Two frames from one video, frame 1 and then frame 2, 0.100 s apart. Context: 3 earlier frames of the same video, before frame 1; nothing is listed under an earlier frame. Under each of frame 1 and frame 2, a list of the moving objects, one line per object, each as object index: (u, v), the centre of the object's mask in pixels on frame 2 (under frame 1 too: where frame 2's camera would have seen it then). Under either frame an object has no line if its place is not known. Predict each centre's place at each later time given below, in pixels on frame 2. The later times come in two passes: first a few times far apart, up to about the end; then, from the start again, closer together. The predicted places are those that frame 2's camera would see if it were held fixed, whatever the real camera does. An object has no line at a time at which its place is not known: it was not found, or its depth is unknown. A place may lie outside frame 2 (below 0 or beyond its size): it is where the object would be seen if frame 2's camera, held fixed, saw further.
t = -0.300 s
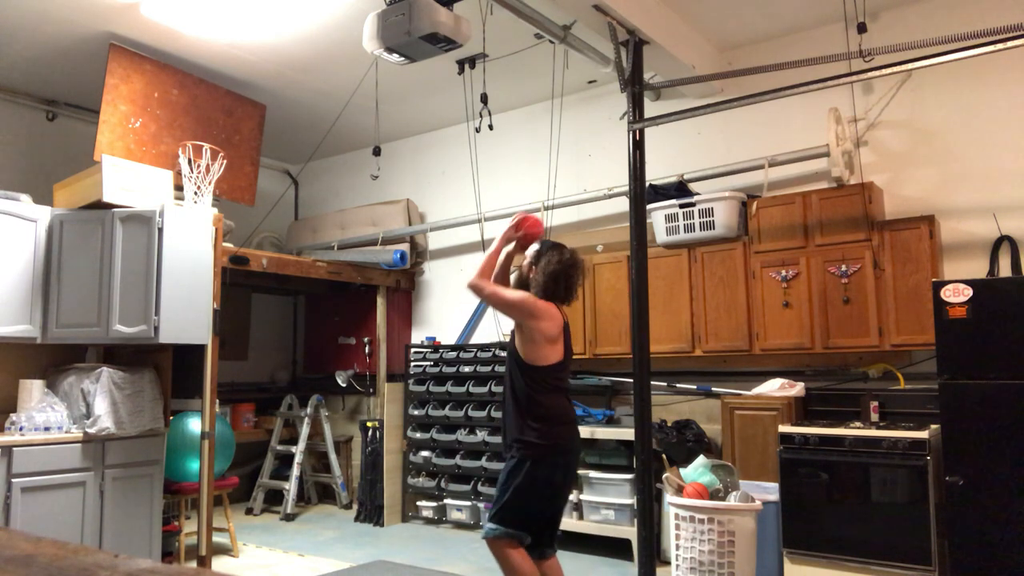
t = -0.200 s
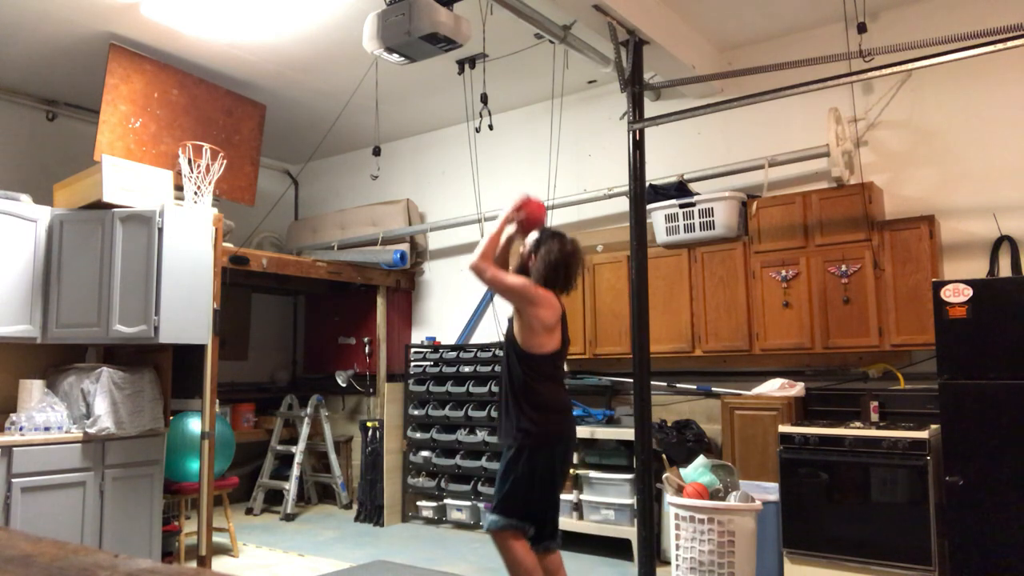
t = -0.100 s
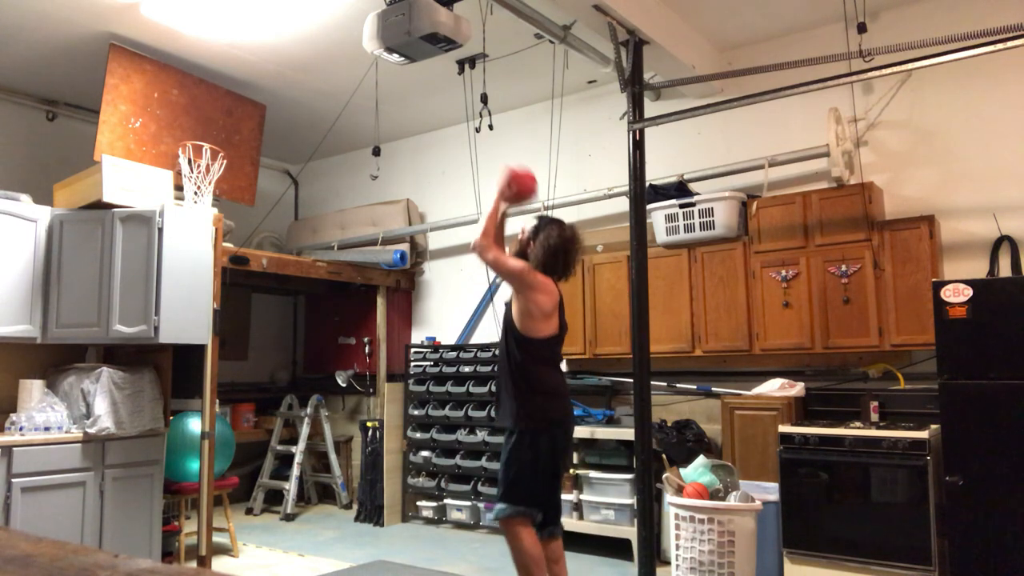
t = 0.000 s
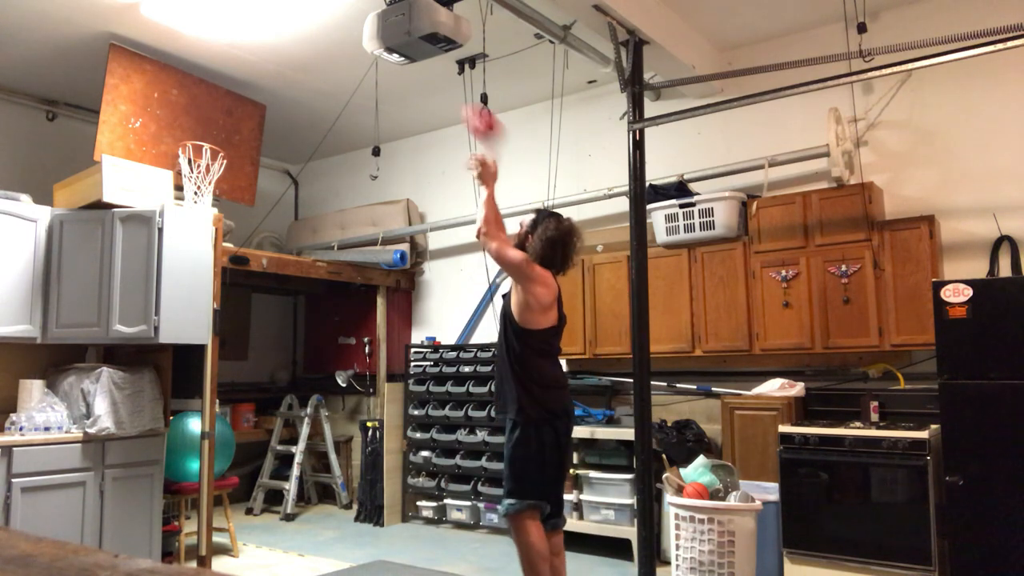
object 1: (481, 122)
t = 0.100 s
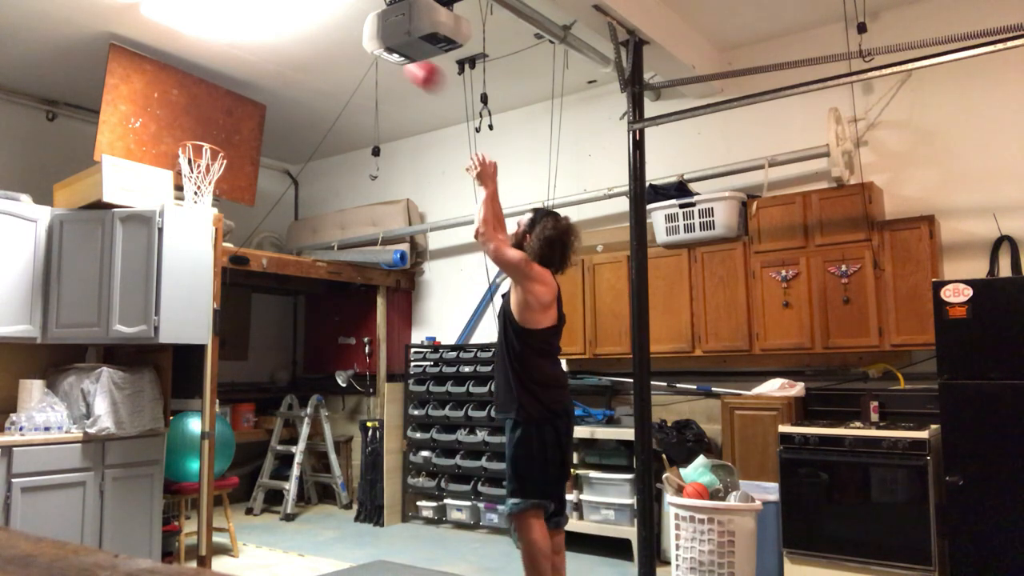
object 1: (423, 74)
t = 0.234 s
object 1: (352, 42)
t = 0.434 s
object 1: (276, 51)
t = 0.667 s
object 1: (199, 128)
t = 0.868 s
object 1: (251, 143)
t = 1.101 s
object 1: (327, 198)
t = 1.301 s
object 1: (385, 293)
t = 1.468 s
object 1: (426, 403)
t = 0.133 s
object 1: (409, 70)
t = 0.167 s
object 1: (388, 65)
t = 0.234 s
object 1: (352, 42)
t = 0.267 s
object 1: (340, 39)
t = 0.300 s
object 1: (327, 39)
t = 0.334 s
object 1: (313, 38)
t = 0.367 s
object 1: (300, 40)
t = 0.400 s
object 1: (288, 45)
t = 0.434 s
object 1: (276, 51)
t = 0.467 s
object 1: (264, 60)
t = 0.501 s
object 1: (252, 69)
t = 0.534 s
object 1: (241, 78)
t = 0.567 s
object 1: (230, 89)
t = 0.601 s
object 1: (220, 102)
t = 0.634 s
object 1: (209, 114)
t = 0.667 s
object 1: (199, 128)
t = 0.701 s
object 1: (192, 140)
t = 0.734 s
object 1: (204, 139)
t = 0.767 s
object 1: (216, 138)
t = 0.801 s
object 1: (228, 139)
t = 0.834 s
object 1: (240, 140)
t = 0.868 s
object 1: (251, 143)
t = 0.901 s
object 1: (262, 147)
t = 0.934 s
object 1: (274, 152)
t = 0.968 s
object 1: (285, 159)
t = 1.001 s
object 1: (296, 167)
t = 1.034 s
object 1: (307, 176)
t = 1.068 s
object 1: (317, 187)
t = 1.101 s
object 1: (327, 198)
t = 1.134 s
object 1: (337, 211)
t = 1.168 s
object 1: (346, 225)
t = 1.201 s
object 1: (357, 240)
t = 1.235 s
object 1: (366, 257)
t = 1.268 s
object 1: (376, 275)
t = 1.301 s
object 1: (385, 293)
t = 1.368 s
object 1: (401, 332)
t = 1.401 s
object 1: (409, 355)
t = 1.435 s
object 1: (419, 380)
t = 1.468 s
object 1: (426, 403)
